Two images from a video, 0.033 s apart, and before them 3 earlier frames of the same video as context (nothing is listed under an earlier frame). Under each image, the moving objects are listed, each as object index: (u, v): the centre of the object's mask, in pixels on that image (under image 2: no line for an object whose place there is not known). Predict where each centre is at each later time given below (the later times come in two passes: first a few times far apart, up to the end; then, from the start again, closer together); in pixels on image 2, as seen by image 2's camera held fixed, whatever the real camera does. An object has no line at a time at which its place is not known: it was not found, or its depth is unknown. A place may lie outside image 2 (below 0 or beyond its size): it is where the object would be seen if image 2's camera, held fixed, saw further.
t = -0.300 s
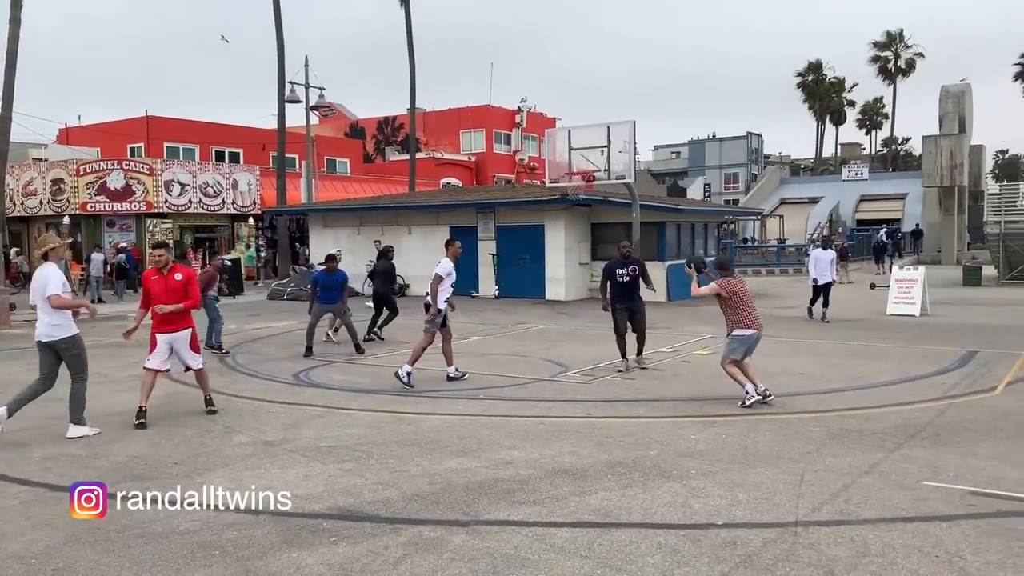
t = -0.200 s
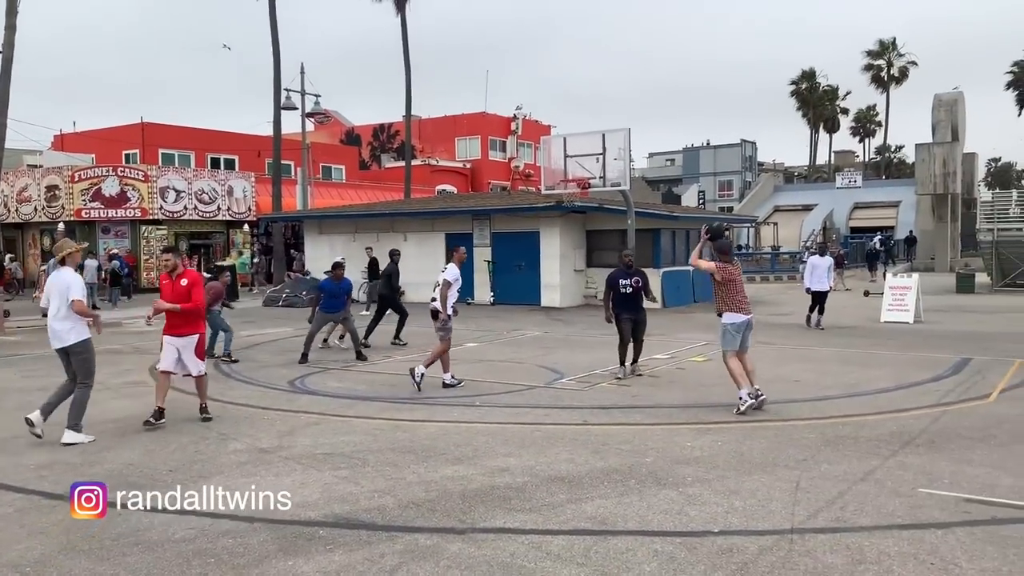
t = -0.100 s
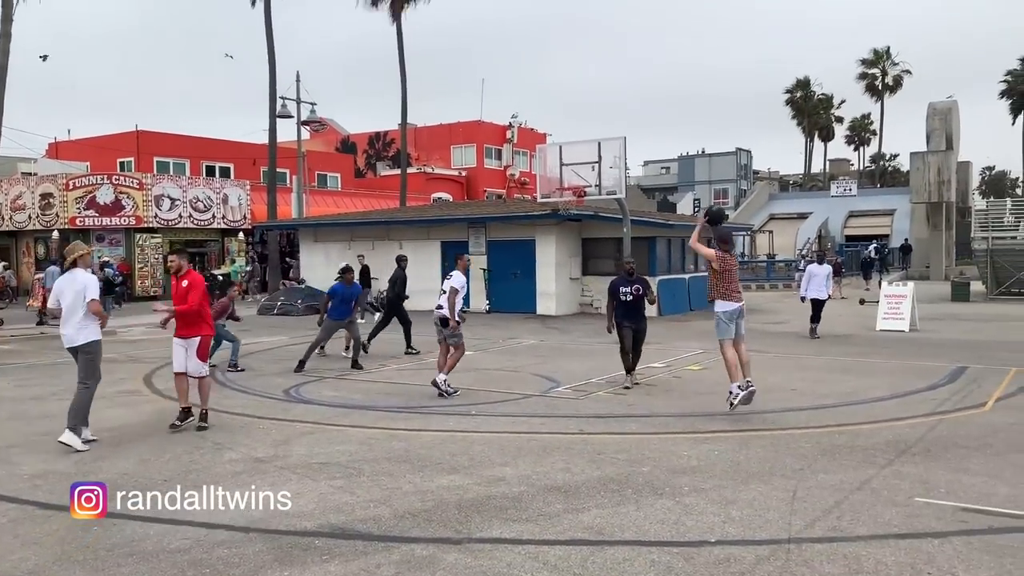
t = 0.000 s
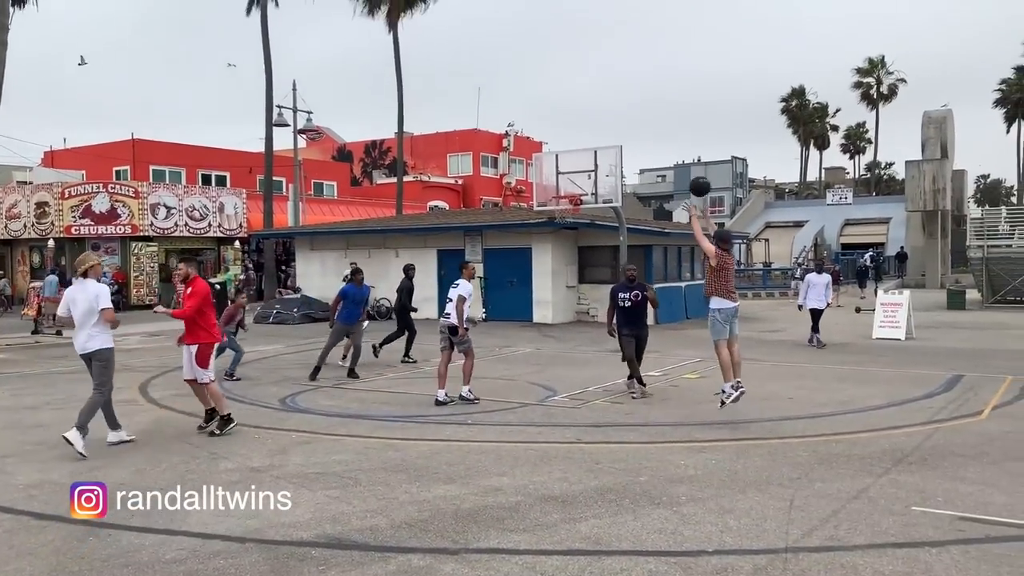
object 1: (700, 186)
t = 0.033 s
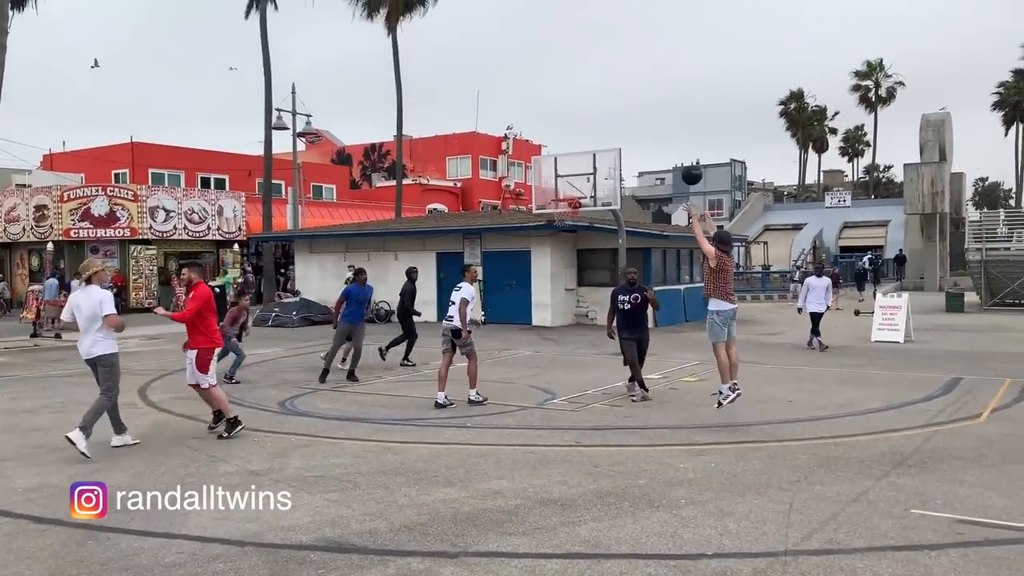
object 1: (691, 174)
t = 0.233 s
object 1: (656, 114)
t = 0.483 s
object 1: (620, 92)
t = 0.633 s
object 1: (601, 100)
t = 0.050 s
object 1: (688, 168)
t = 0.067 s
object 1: (685, 162)
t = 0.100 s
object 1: (679, 150)
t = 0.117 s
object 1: (676, 144)
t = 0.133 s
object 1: (673, 139)
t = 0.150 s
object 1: (670, 134)
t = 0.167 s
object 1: (667, 130)
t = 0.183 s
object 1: (664, 125)
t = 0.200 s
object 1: (661, 122)
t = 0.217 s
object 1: (659, 118)
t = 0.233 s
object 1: (656, 114)
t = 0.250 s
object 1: (653, 111)
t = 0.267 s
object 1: (650, 109)
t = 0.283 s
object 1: (648, 106)
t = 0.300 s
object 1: (645, 104)
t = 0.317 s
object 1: (643, 101)
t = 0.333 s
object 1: (640, 99)
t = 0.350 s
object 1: (638, 98)
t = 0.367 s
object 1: (635, 96)
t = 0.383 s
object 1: (633, 95)
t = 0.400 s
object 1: (631, 94)
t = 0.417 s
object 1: (628, 93)
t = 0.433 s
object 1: (626, 92)
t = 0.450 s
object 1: (624, 92)
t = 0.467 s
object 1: (622, 92)
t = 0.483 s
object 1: (620, 92)
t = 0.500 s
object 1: (617, 92)
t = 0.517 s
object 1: (615, 92)
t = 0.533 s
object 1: (613, 93)
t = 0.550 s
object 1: (611, 94)
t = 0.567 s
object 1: (609, 95)
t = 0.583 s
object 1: (607, 96)
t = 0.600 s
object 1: (605, 97)
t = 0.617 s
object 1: (603, 98)
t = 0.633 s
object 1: (601, 100)
